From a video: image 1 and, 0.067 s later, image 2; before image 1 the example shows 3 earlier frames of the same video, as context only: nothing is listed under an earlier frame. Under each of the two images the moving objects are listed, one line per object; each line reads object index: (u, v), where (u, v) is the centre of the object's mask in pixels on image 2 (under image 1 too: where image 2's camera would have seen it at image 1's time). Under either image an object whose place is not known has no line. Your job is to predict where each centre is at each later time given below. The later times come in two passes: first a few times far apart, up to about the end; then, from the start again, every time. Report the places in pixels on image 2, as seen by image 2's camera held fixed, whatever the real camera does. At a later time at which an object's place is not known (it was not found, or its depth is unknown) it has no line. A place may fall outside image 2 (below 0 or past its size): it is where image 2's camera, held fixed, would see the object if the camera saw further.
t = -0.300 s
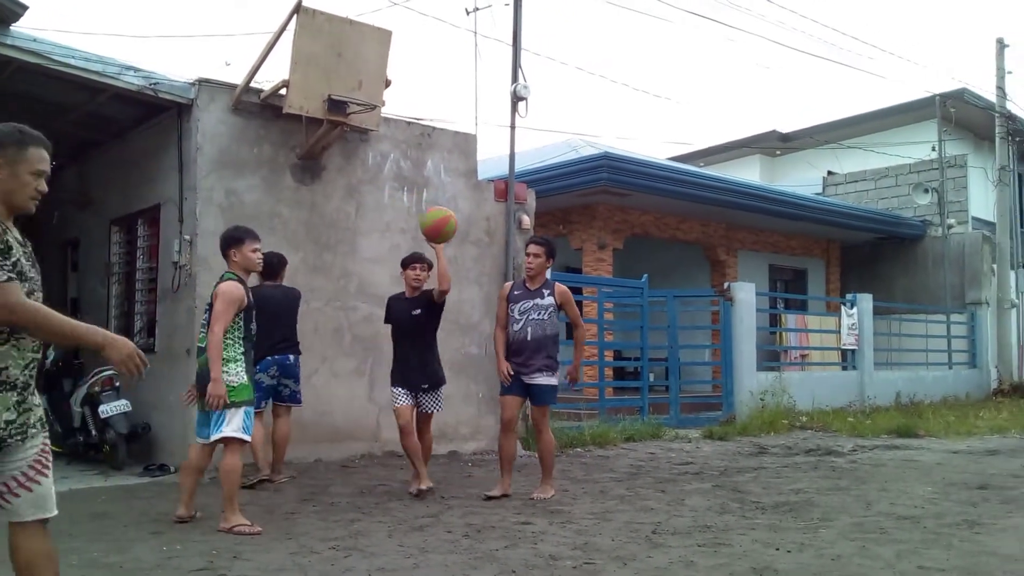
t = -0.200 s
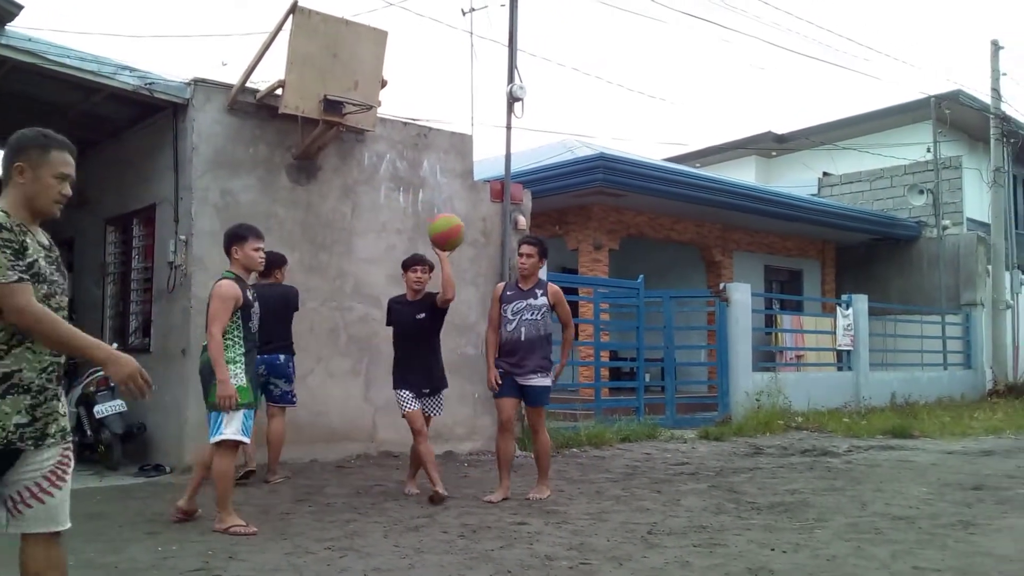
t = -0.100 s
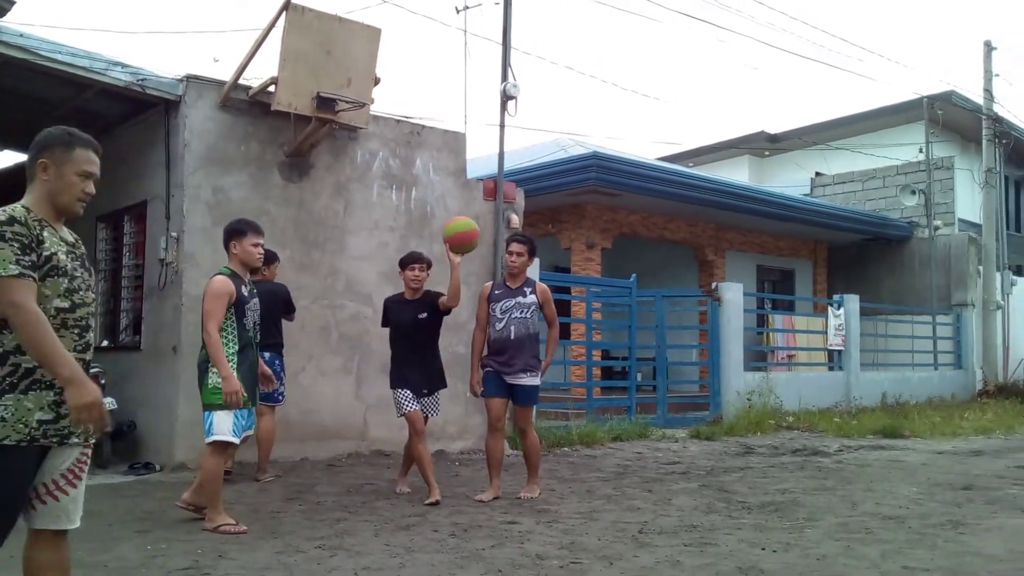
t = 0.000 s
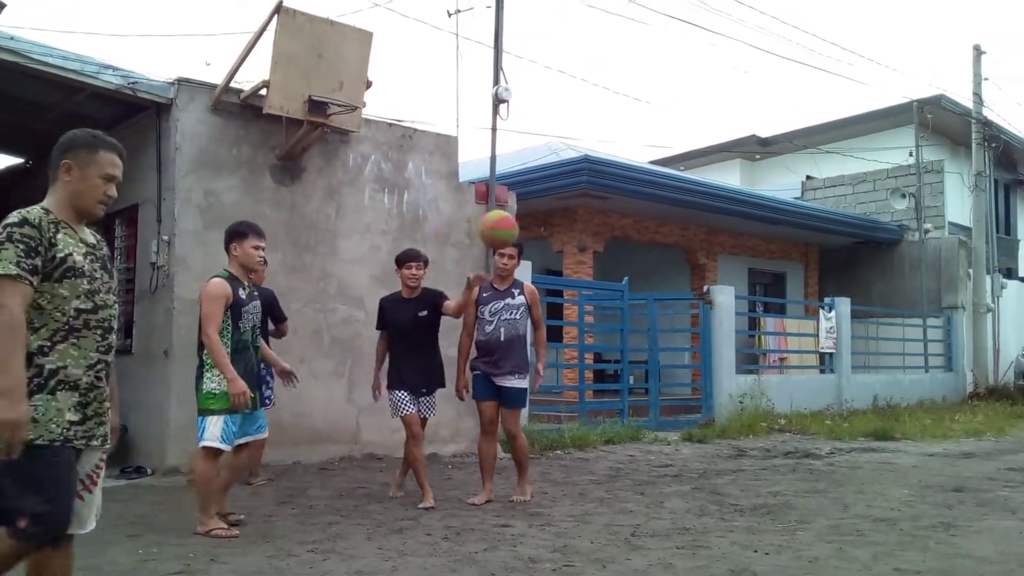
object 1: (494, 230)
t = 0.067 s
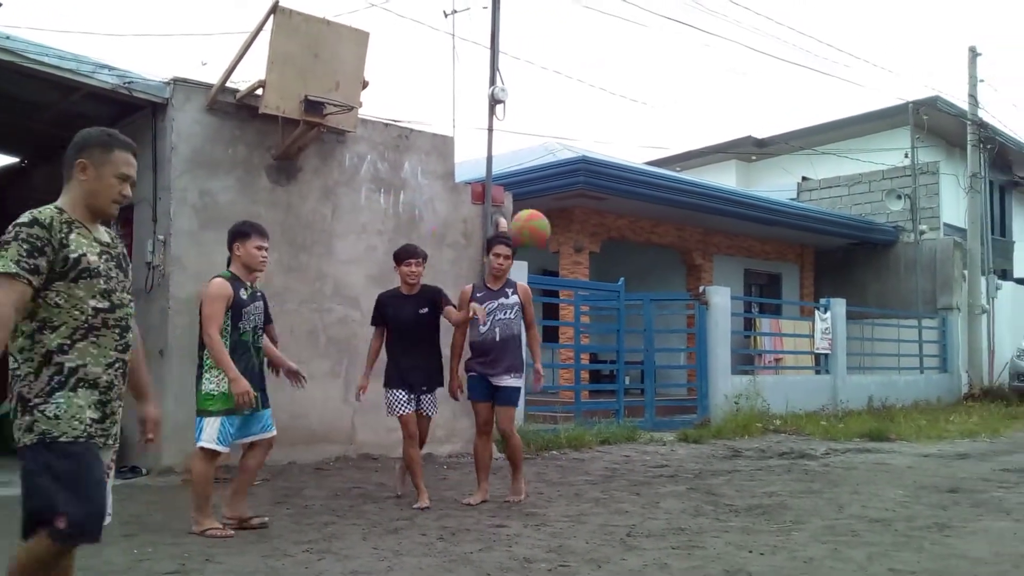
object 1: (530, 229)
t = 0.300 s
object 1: (673, 296)
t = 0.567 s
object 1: (891, 550)
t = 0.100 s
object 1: (548, 231)
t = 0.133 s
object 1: (567, 237)
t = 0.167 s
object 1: (587, 244)
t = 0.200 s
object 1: (608, 253)
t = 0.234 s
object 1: (628, 264)
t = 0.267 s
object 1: (650, 278)
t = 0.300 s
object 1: (673, 296)
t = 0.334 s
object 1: (696, 316)
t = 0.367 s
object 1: (720, 338)
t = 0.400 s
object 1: (746, 365)
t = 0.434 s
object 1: (773, 395)
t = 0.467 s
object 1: (801, 429)
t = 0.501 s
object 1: (830, 465)
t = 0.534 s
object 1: (862, 507)
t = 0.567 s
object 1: (891, 550)
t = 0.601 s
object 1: (904, 518)
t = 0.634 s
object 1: (917, 488)
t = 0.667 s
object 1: (930, 460)
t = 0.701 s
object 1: (941, 432)
